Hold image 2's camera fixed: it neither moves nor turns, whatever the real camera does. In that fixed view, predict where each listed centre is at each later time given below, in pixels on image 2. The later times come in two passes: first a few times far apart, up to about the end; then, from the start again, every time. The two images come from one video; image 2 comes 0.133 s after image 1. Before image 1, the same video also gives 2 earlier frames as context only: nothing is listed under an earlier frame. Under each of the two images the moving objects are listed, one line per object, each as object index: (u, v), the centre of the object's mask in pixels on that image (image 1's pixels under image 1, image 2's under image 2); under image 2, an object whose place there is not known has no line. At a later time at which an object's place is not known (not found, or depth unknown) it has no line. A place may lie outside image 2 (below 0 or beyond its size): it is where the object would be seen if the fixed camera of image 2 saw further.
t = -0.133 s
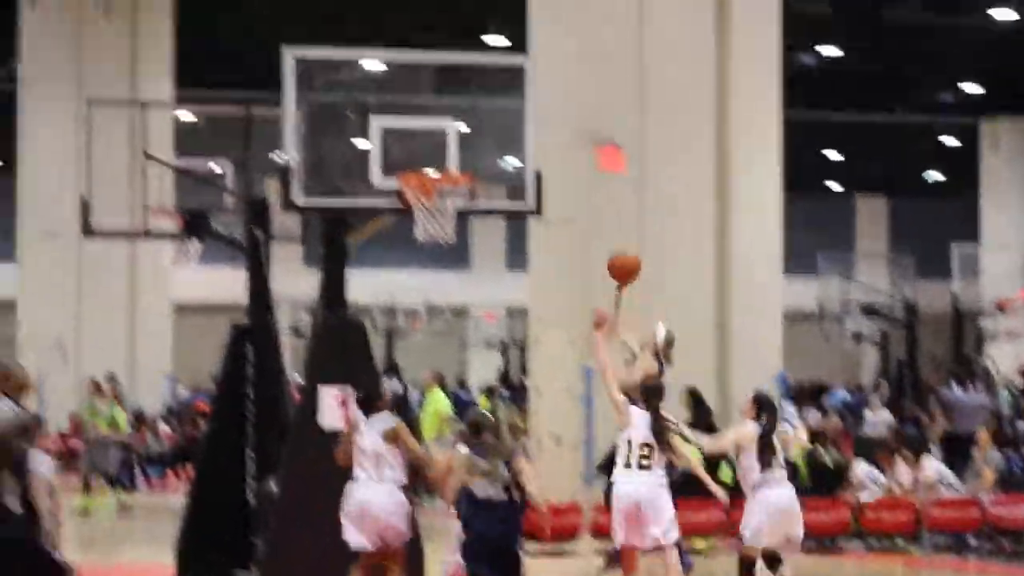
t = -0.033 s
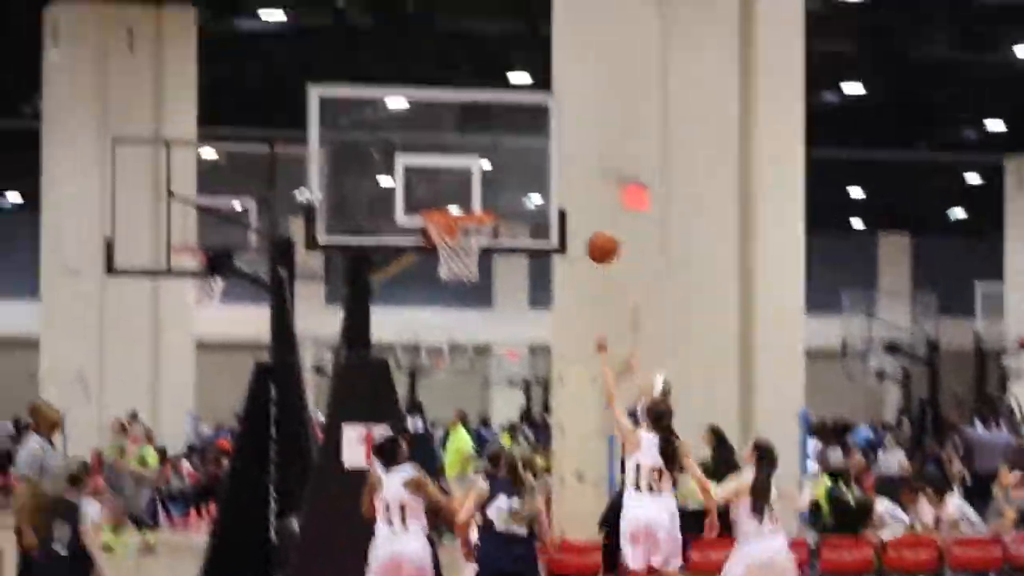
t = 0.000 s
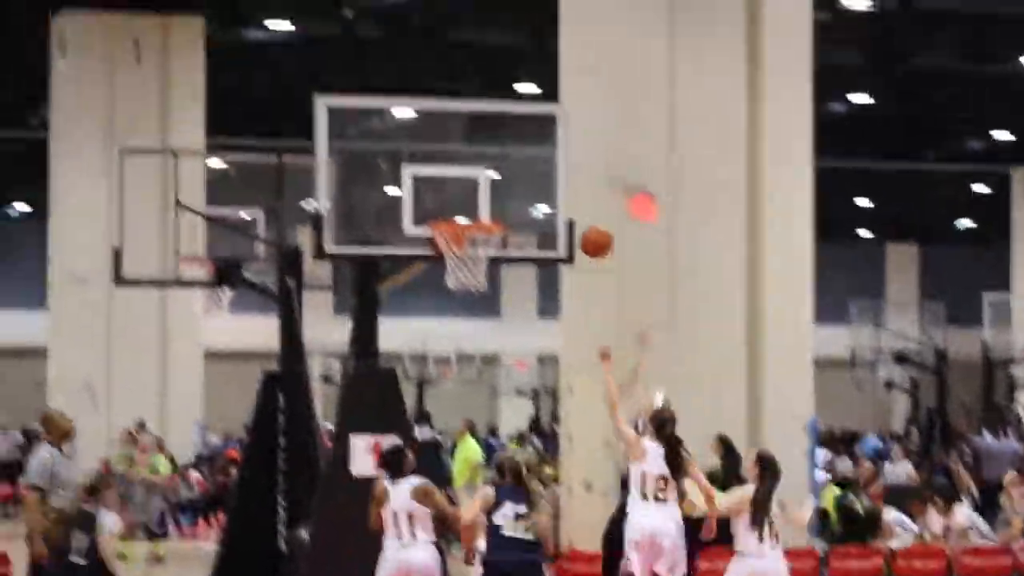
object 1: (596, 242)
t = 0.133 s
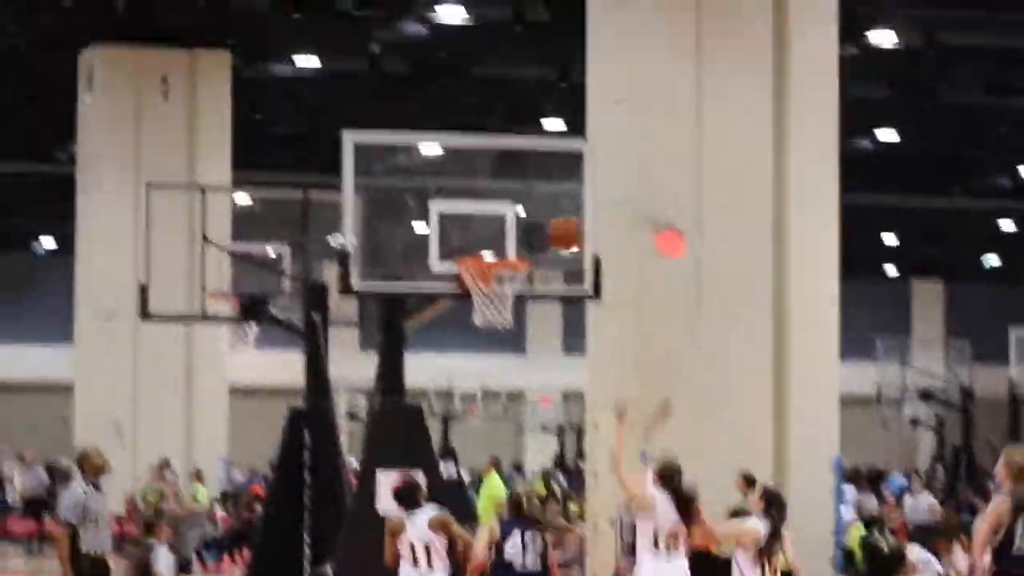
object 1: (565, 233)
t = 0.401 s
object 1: (516, 230)
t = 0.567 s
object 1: (492, 280)
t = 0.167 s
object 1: (551, 226)
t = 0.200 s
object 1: (536, 222)
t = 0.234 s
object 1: (530, 218)
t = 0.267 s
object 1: (527, 217)
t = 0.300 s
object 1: (524, 219)
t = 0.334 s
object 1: (522, 220)
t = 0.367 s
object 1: (520, 223)
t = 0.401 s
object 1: (516, 230)
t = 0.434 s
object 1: (512, 238)
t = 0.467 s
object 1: (509, 245)
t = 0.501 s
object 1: (507, 258)
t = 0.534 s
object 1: (502, 264)
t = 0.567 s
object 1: (492, 280)
